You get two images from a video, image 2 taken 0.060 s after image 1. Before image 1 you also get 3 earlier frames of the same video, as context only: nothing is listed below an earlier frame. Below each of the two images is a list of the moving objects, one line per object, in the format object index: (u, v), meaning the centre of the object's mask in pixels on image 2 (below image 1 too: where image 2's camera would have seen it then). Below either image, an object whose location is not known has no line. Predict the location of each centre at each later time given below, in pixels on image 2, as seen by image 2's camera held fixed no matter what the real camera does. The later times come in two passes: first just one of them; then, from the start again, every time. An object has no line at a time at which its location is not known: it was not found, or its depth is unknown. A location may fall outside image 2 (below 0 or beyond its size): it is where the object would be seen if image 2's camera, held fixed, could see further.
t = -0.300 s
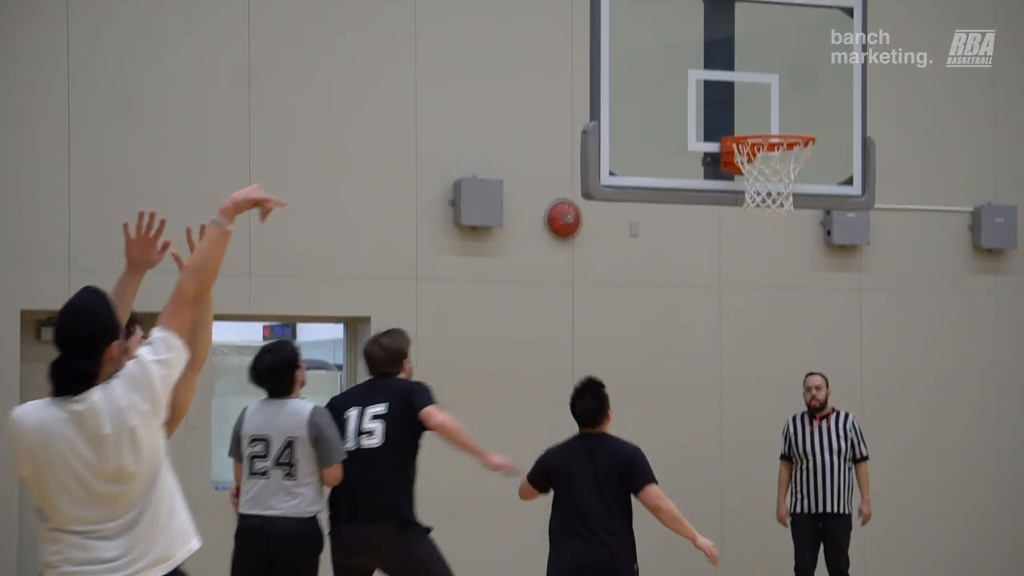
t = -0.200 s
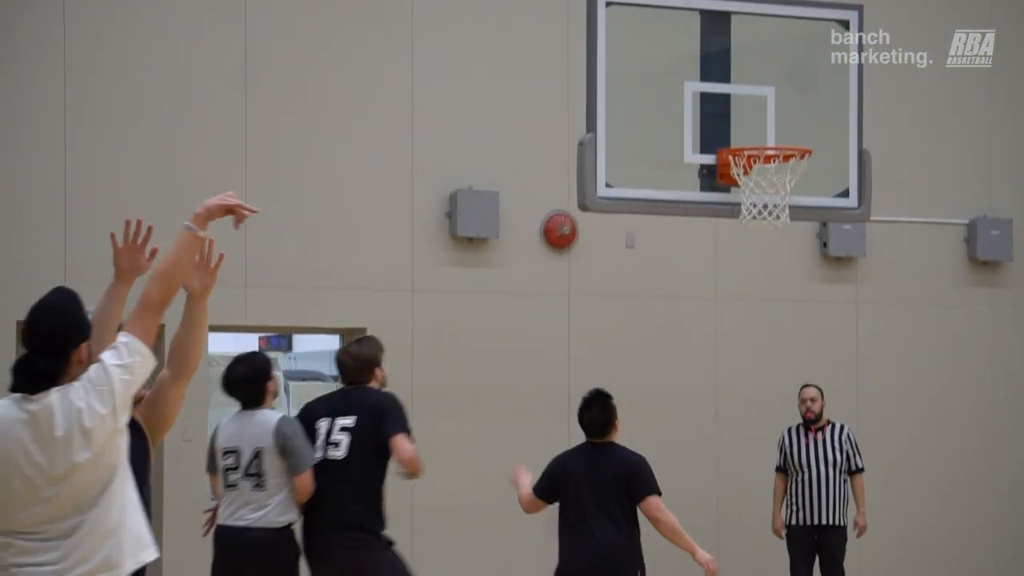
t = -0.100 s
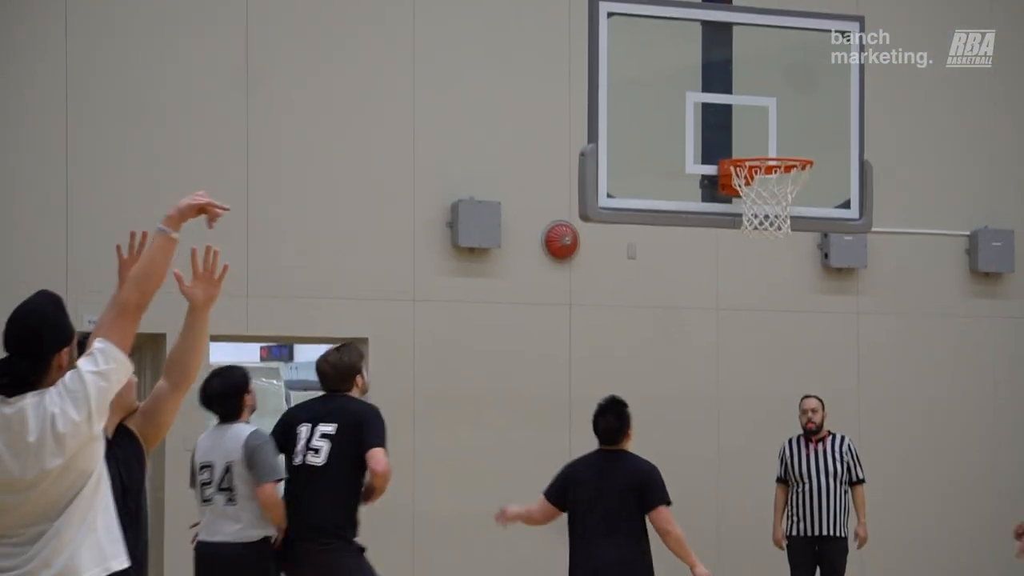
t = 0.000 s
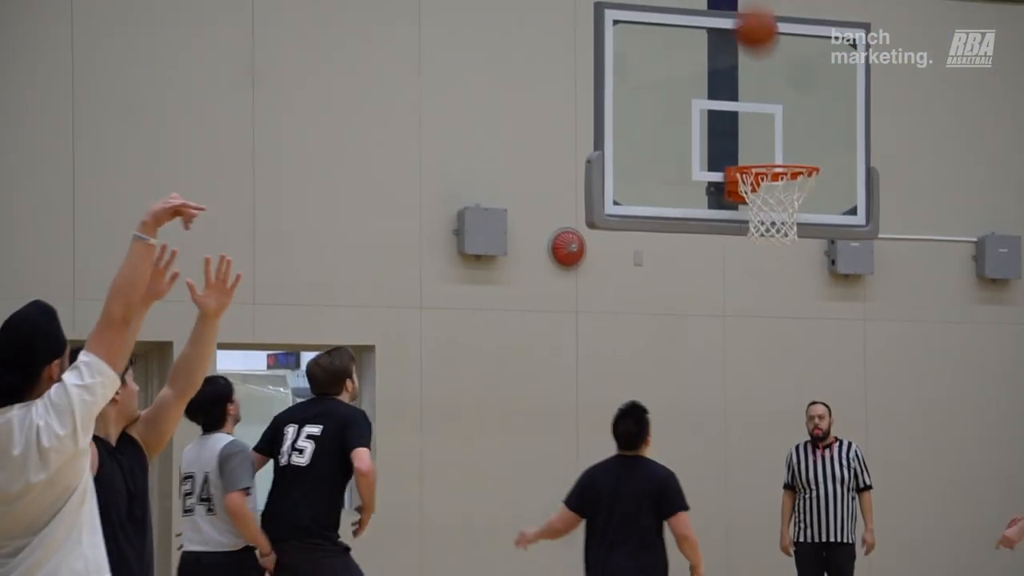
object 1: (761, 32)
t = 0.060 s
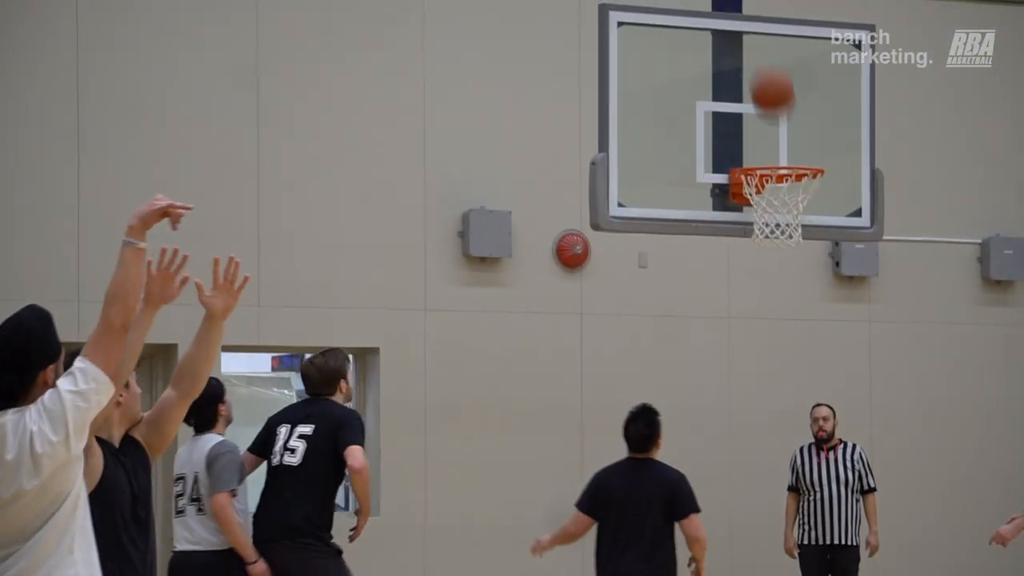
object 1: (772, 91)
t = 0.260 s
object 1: (778, 188)
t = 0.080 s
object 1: (776, 113)
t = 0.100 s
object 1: (781, 137)
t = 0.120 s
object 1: (785, 153)
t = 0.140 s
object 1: (785, 169)
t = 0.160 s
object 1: (781, 172)
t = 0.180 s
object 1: (778, 175)
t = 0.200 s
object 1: (779, 183)
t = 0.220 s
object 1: (778, 183)
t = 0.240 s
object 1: (779, 183)
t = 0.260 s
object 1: (778, 188)
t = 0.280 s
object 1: (781, 212)
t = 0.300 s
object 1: (782, 213)
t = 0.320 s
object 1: (782, 220)
